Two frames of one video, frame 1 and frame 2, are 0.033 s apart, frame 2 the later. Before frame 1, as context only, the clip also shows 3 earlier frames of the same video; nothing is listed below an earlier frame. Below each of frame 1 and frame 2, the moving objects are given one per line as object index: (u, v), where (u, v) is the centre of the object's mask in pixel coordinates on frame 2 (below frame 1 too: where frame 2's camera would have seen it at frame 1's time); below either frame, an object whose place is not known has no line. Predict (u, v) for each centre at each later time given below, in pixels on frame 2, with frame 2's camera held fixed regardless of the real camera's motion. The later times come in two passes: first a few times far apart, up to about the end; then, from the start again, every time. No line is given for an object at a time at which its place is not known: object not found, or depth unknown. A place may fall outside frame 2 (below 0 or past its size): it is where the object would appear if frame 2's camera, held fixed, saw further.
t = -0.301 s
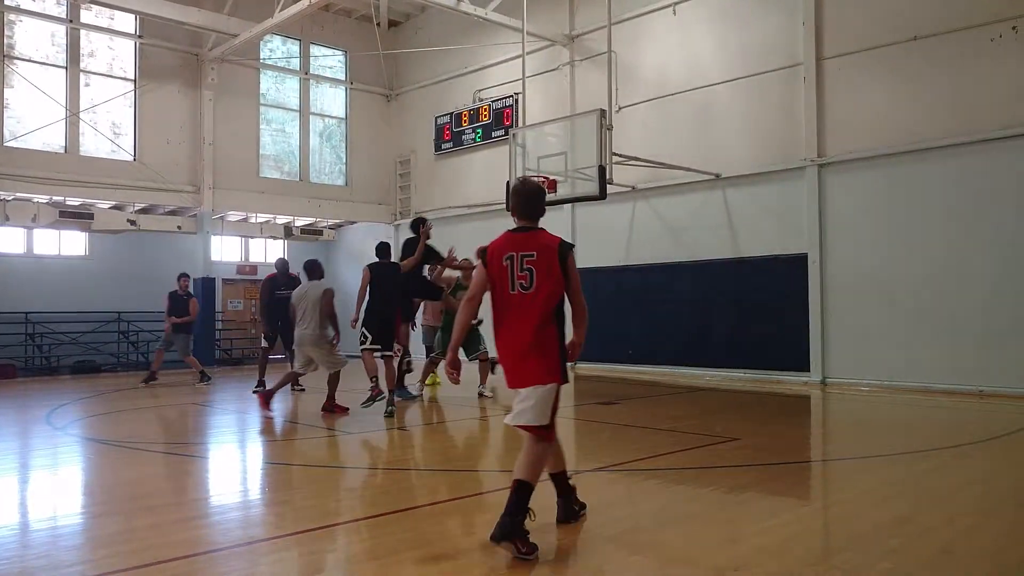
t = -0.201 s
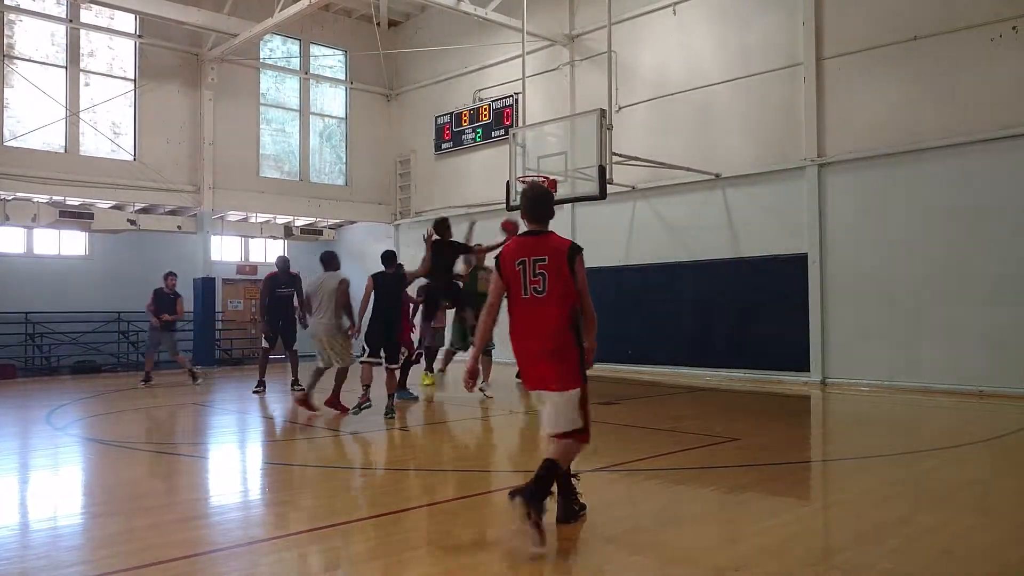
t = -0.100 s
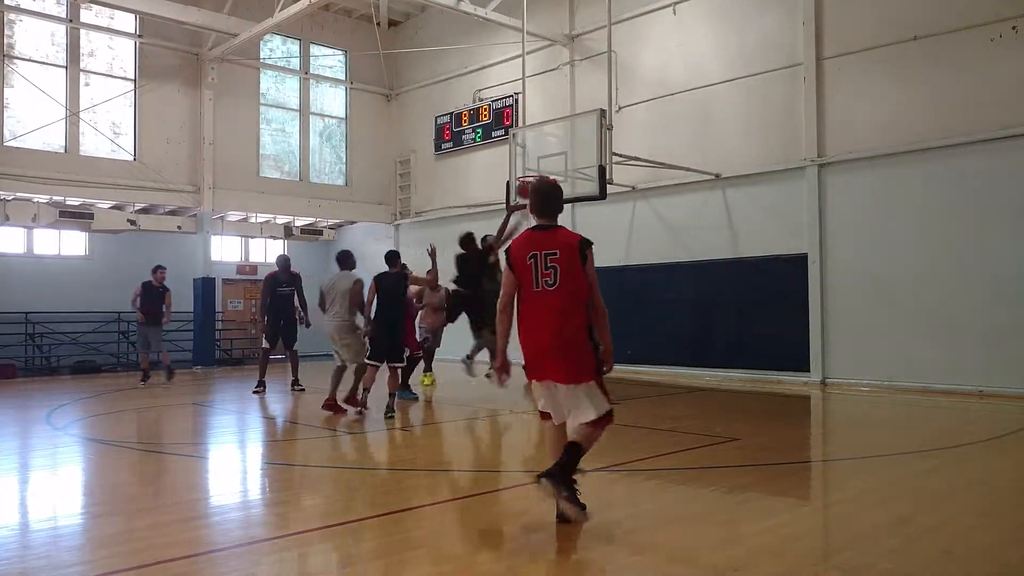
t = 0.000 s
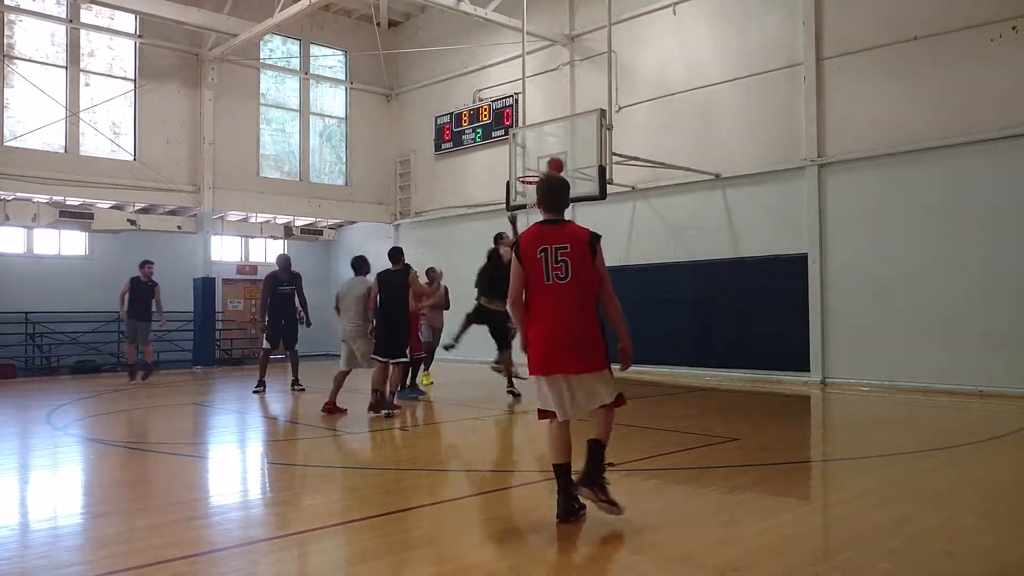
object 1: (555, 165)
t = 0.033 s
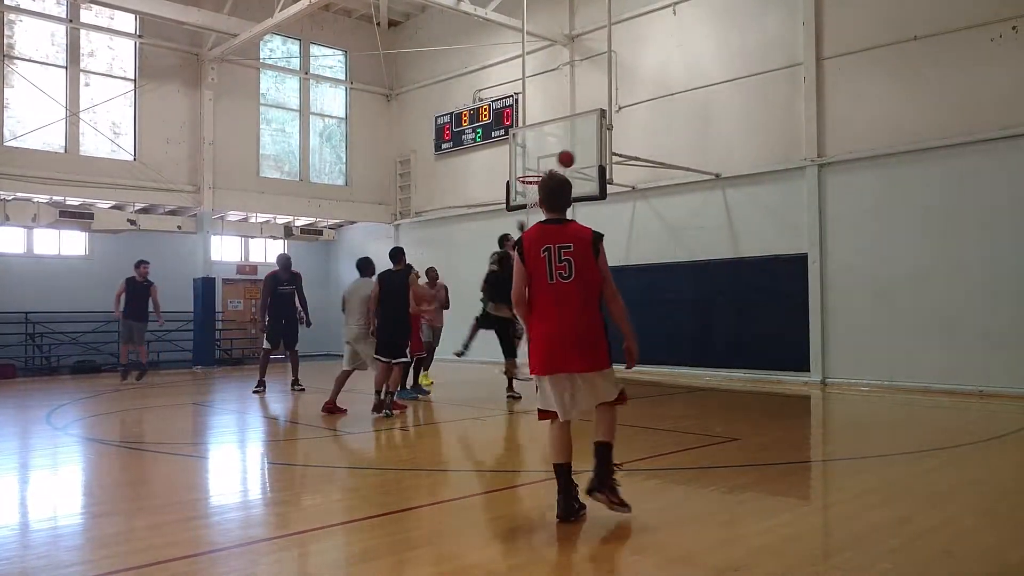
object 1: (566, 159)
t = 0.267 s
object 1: (635, 136)
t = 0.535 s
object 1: (709, 158)
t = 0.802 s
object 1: (781, 228)
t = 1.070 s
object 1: (853, 343)
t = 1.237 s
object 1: (873, 348)
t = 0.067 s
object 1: (576, 153)
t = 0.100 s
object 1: (585, 148)
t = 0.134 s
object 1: (595, 144)
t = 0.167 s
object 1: (605, 141)
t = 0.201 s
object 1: (615, 138)
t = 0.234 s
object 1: (625, 137)
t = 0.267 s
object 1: (635, 136)
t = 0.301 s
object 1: (644, 136)
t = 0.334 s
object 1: (654, 137)
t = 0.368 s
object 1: (663, 138)
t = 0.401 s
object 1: (672, 141)
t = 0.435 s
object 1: (682, 144)
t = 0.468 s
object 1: (691, 148)
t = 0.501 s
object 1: (700, 152)
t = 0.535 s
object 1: (709, 158)
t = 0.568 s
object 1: (718, 164)
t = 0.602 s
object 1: (728, 171)
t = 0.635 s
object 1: (736, 179)
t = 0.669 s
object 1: (746, 187)
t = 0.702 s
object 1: (754, 196)
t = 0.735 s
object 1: (764, 206)
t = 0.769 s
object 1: (773, 216)
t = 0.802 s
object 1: (781, 228)
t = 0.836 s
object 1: (790, 240)
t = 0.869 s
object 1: (800, 251)
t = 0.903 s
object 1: (809, 264)
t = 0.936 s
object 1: (817, 280)
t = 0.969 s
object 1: (826, 295)
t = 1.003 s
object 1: (835, 310)
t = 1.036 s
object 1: (844, 326)
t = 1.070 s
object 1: (853, 343)
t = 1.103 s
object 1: (862, 360)
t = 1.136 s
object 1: (870, 378)
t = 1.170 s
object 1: (873, 373)
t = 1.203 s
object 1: (873, 361)
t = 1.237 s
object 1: (873, 348)
